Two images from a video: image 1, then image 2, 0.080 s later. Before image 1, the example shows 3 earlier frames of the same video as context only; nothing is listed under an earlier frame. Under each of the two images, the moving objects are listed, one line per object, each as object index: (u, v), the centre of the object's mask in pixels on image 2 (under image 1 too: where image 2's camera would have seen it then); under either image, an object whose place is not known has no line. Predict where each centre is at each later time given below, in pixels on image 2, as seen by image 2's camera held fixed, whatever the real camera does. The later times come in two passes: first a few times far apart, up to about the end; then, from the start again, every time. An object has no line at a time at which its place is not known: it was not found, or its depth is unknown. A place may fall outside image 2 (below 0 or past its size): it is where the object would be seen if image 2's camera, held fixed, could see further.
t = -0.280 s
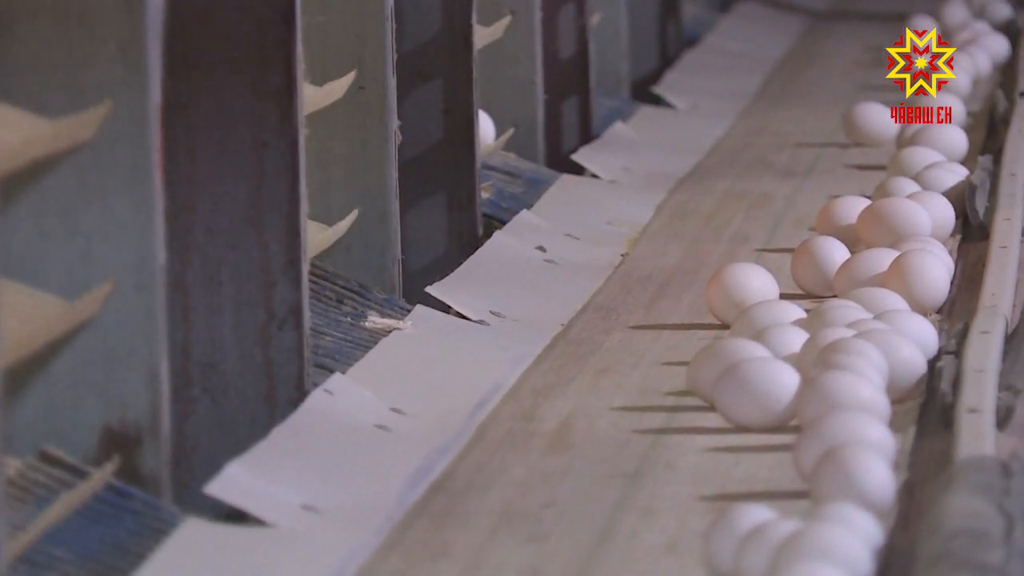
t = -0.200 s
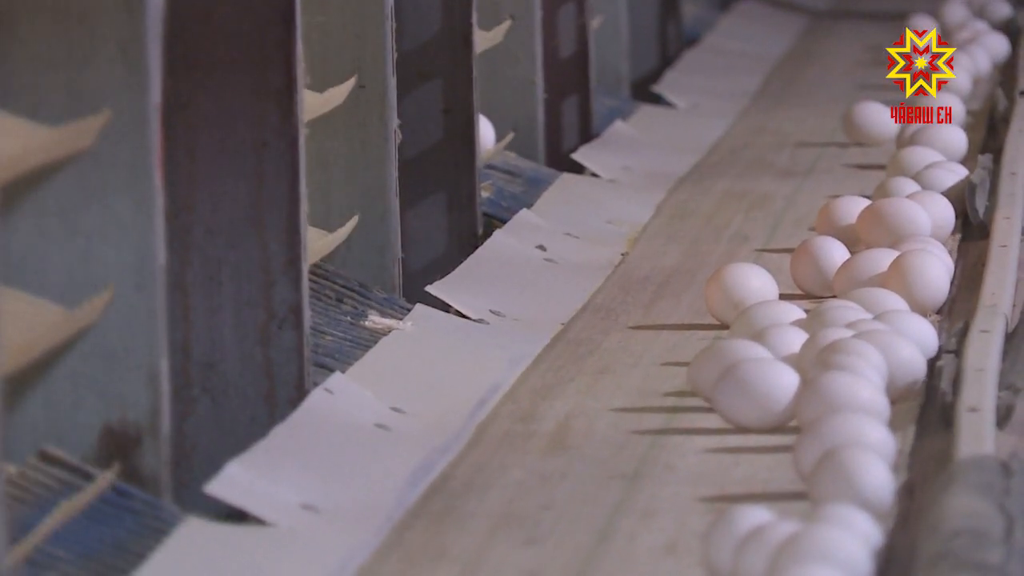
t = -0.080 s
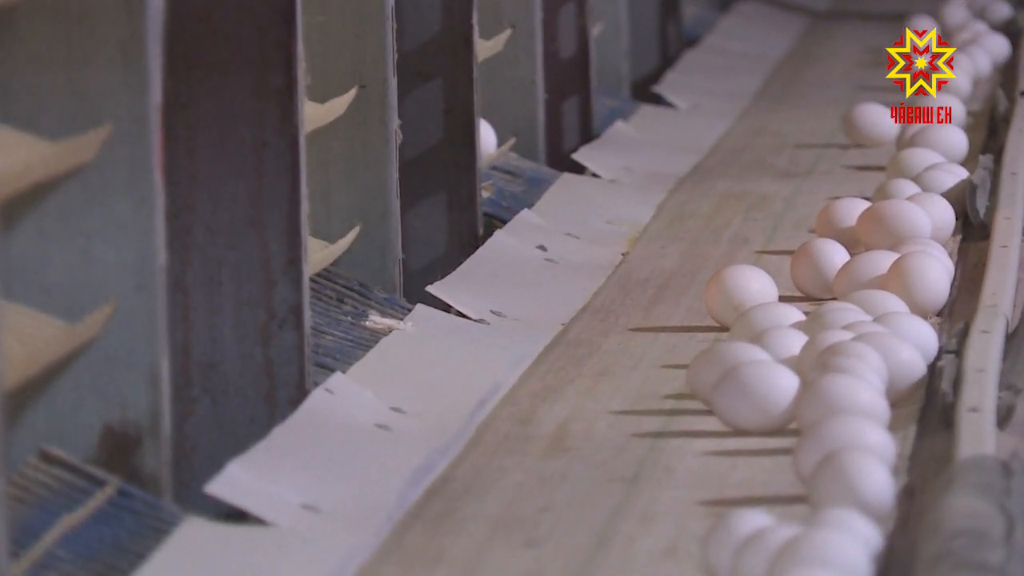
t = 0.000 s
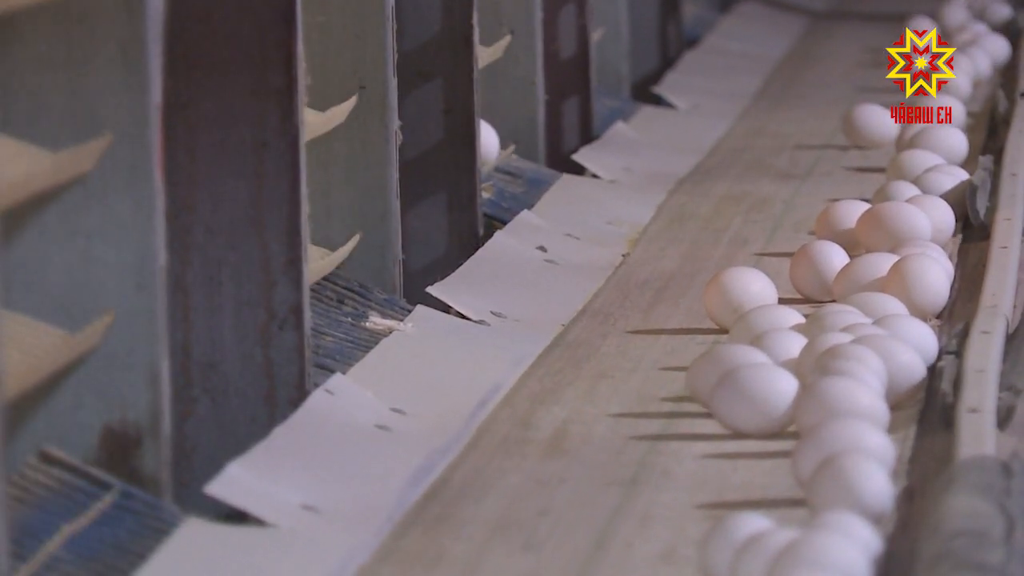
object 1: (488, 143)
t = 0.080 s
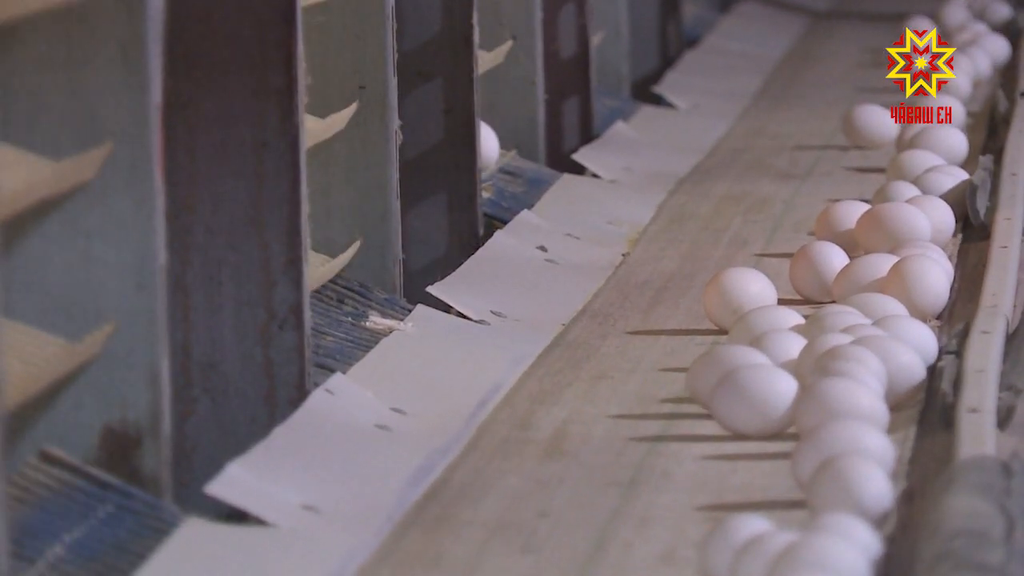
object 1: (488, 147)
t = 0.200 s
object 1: (491, 148)
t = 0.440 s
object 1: (543, 163)
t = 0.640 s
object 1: (618, 179)
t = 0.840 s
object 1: (744, 194)
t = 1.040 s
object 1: (864, 189)
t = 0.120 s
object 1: (488, 147)
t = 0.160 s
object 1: (490, 147)
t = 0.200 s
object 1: (491, 148)
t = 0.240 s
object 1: (493, 148)
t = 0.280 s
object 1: (496, 148)
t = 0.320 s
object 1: (501, 150)
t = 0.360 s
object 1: (510, 155)
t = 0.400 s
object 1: (527, 162)
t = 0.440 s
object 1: (543, 163)
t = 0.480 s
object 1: (557, 166)
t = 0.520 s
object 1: (571, 168)
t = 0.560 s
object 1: (584, 171)
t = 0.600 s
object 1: (600, 174)
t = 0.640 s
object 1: (618, 179)
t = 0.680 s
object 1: (641, 184)
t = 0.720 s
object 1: (667, 191)
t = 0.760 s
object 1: (693, 191)
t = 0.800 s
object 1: (719, 191)
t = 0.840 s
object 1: (744, 194)
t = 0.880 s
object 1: (769, 194)
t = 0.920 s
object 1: (794, 194)
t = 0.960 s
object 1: (819, 194)
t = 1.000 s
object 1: (844, 192)
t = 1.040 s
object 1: (864, 189)
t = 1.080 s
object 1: (891, 184)
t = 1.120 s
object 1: (905, 181)
